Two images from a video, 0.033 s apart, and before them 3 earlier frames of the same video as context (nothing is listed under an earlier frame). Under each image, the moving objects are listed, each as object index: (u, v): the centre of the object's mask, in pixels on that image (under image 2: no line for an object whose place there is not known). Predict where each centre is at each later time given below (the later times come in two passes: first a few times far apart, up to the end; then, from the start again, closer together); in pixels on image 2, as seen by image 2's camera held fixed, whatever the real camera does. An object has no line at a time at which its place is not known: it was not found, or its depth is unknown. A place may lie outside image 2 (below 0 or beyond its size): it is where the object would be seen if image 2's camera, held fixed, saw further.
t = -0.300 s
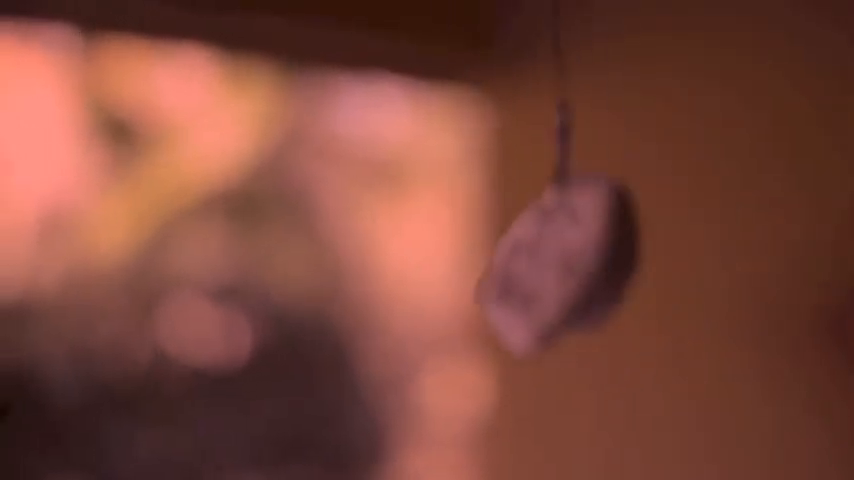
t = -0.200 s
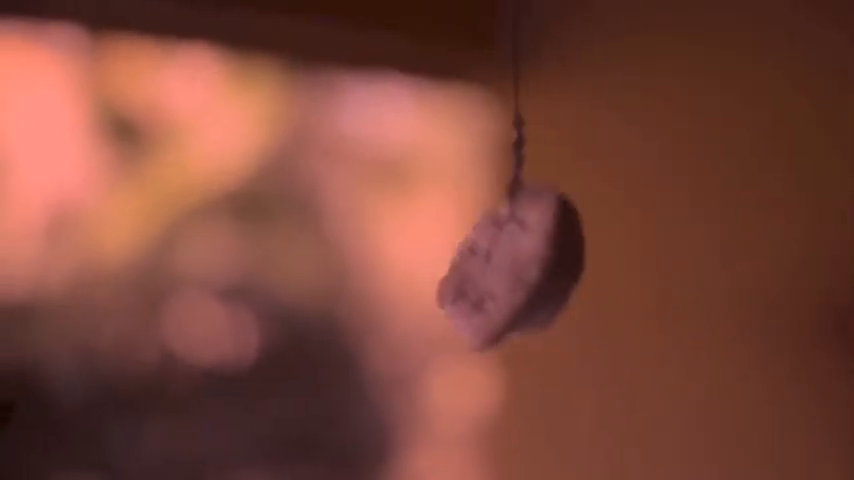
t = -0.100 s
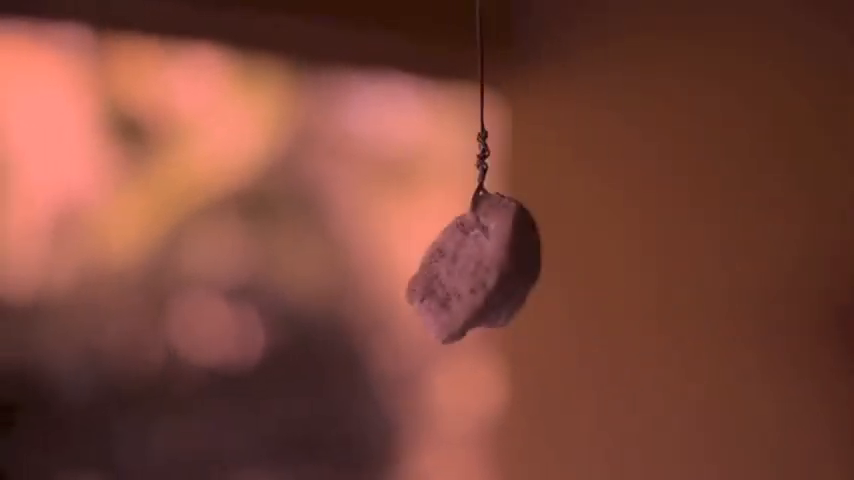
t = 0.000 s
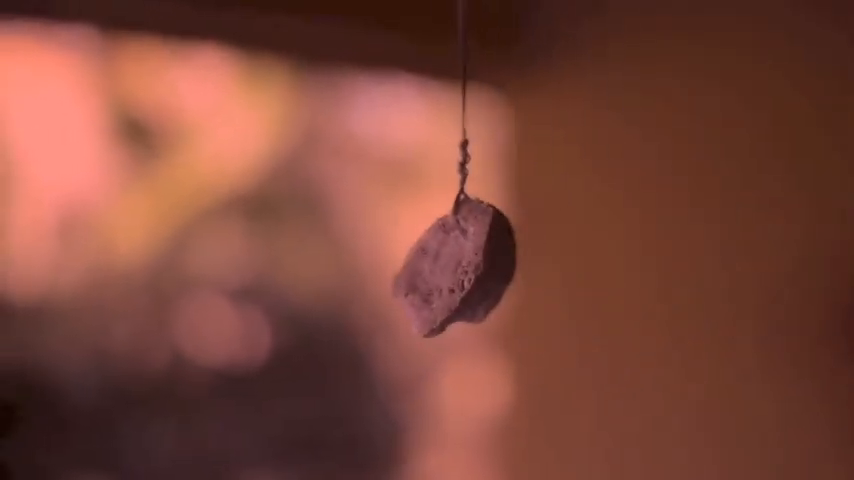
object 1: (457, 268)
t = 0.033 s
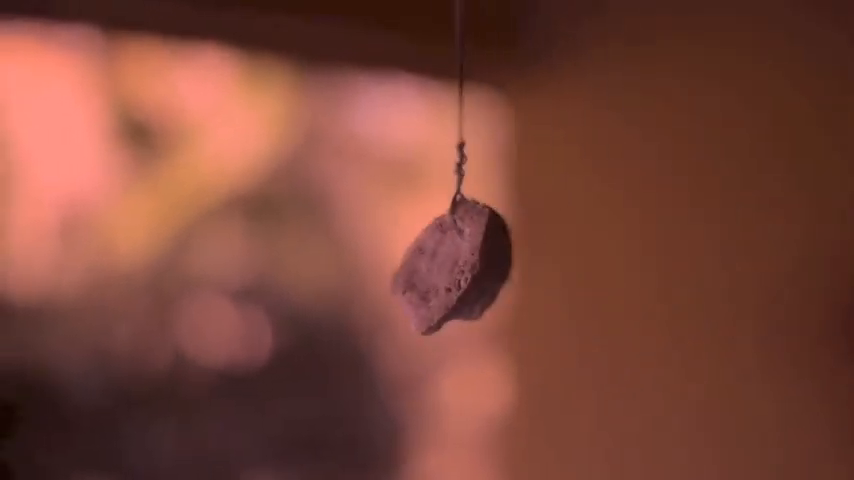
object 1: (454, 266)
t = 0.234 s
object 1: (465, 267)
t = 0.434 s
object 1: (523, 277)
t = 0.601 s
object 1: (590, 279)
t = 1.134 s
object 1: (565, 273)
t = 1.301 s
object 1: (490, 280)
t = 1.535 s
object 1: (443, 278)
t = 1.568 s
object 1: (444, 278)
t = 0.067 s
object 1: (452, 265)
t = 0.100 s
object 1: (451, 265)
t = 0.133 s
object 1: (452, 265)
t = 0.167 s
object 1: (455, 265)
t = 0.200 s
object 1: (460, 266)
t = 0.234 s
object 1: (465, 267)
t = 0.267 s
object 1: (472, 267)
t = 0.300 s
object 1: (480, 269)
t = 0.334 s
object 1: (490, 271)
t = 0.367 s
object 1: (499, 273)
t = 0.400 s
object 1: (511, 274)
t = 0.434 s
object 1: (523, 277)
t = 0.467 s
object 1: (536, 278)
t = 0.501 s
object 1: (548, 279)
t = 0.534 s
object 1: (562, 279)
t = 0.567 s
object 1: (576, 279)
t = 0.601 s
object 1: (590, 279)
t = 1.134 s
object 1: (565, 273)
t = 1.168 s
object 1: (548, 275)
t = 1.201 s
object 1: (531, 276)
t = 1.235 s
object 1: (515, 278)
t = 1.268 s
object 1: (503, 278)
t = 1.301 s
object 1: (490, 280)
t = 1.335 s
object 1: (477, 282)
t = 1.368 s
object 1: (467, 283)
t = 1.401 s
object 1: (458, 281)
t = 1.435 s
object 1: (451, 280)
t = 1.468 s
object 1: (446, 279)
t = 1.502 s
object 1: (444, 278)
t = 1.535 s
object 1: (443, 278)
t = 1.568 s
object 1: (444, 278)
